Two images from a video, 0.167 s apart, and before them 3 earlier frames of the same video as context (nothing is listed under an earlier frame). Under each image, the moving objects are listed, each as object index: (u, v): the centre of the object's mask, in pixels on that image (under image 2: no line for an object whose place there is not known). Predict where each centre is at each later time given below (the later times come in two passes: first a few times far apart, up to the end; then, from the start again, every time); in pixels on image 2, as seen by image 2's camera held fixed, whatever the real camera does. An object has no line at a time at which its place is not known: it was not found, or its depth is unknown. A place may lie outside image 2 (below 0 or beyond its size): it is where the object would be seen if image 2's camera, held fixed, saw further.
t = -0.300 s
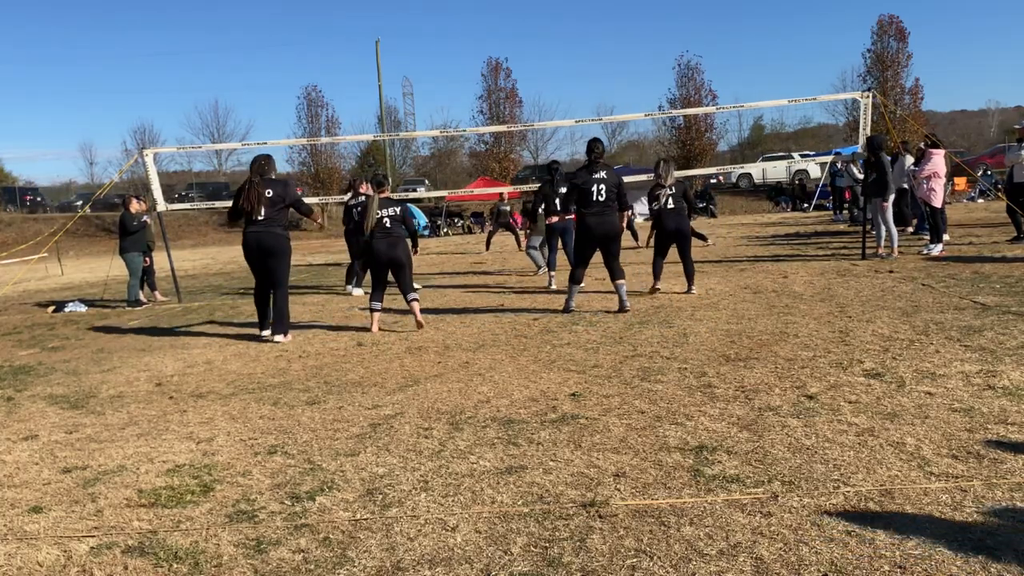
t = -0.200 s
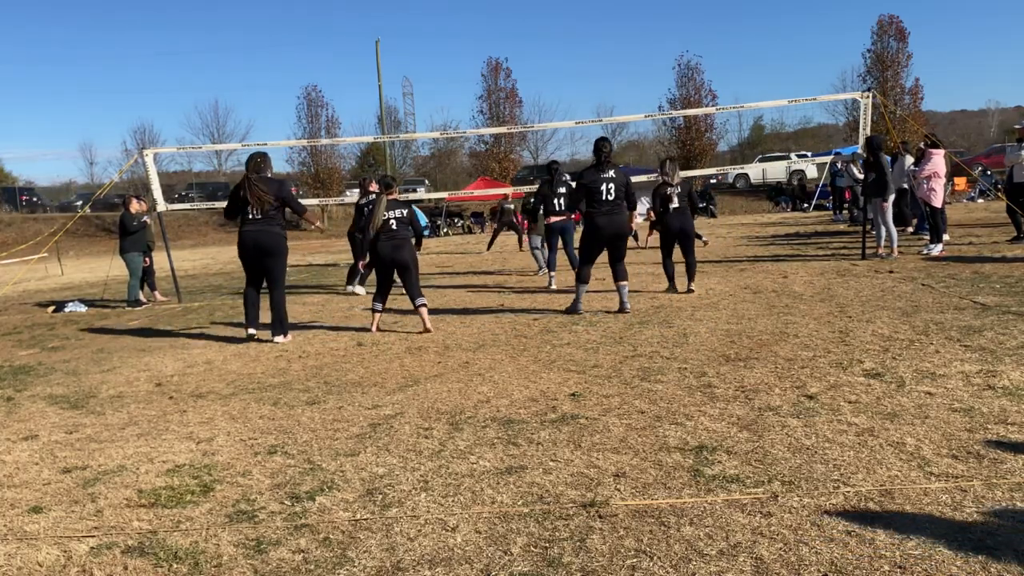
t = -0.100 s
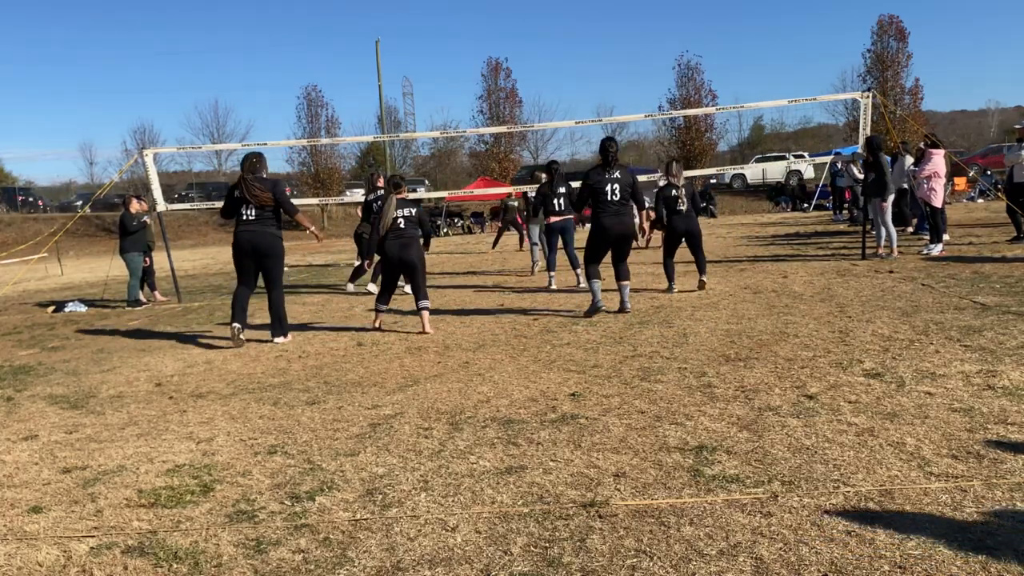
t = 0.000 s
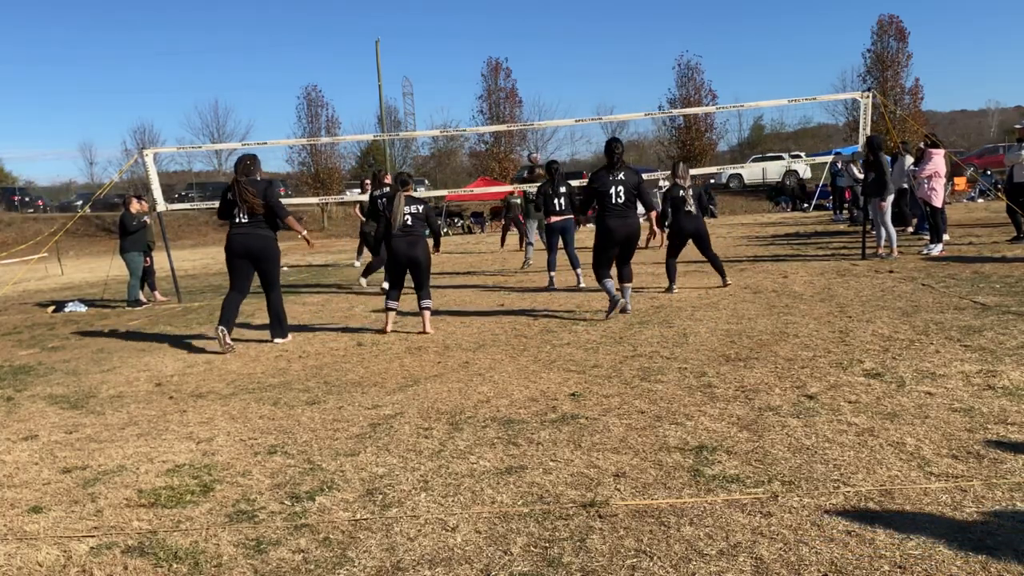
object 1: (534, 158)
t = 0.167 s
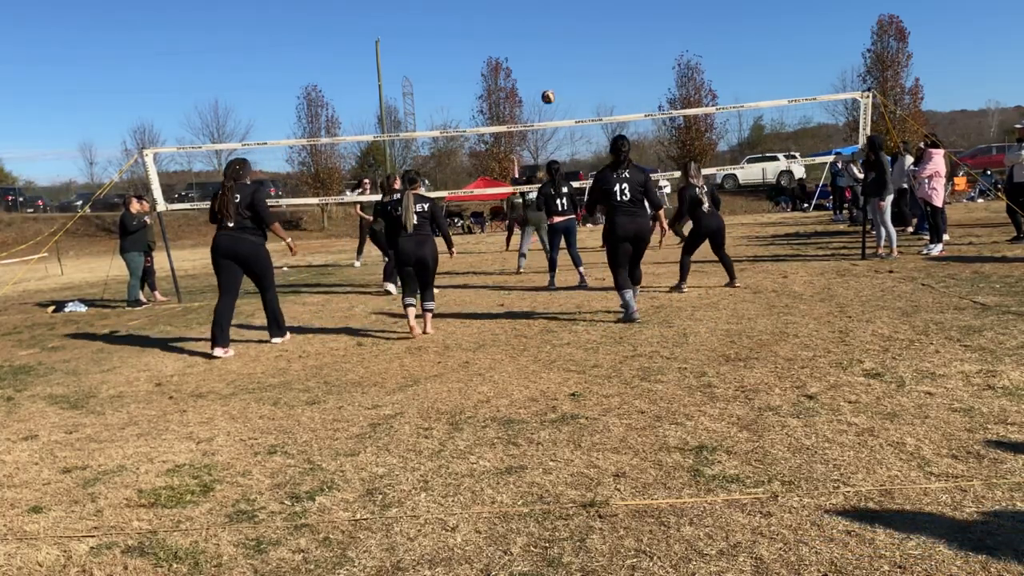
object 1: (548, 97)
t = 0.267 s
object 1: (557, 68)
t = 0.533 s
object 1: (585, 21)
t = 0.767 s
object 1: (614, 21)
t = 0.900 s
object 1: (632, 40)
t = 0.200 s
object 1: (551, 87)
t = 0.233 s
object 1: (554, 77)
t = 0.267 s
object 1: (557, 68)
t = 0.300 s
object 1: (560, 60)
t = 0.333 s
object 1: (564, 52)
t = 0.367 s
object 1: (567, 45)
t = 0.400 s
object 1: (571, 39)
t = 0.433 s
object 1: (575, 33)
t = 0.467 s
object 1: (578, 28)
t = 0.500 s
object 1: (582, 24)
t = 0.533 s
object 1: (585, 21)
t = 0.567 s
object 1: (589, 18)
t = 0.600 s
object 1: (593, 17)
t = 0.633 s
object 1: (598, 16)
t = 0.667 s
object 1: (601, 16)
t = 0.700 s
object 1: (606, 17)
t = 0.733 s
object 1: (610, 19)
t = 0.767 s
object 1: (614, 21)
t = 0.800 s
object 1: (619, 24)
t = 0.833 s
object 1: (623, 29)
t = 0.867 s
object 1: (628, 34)
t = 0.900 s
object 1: (632, 40)
